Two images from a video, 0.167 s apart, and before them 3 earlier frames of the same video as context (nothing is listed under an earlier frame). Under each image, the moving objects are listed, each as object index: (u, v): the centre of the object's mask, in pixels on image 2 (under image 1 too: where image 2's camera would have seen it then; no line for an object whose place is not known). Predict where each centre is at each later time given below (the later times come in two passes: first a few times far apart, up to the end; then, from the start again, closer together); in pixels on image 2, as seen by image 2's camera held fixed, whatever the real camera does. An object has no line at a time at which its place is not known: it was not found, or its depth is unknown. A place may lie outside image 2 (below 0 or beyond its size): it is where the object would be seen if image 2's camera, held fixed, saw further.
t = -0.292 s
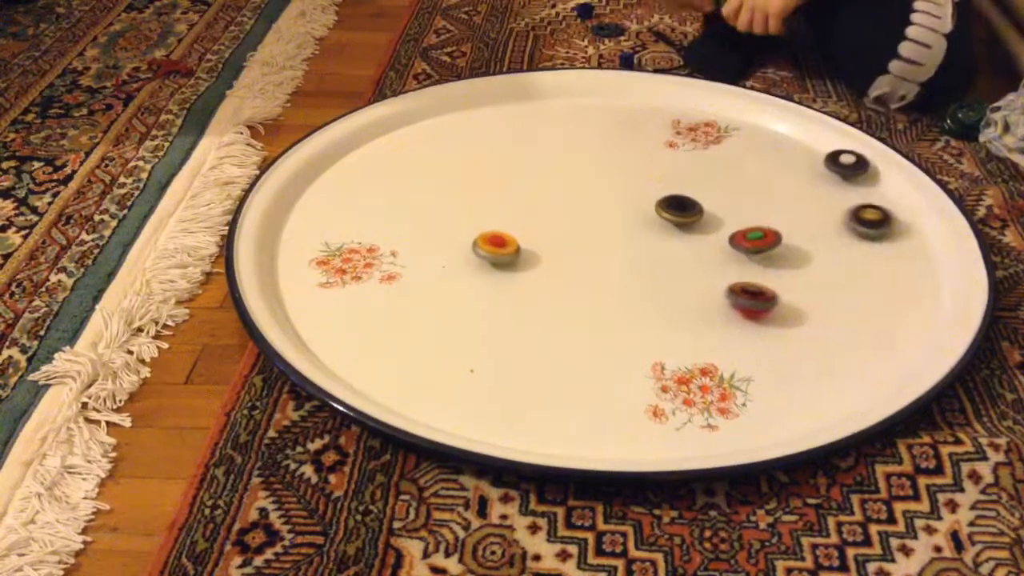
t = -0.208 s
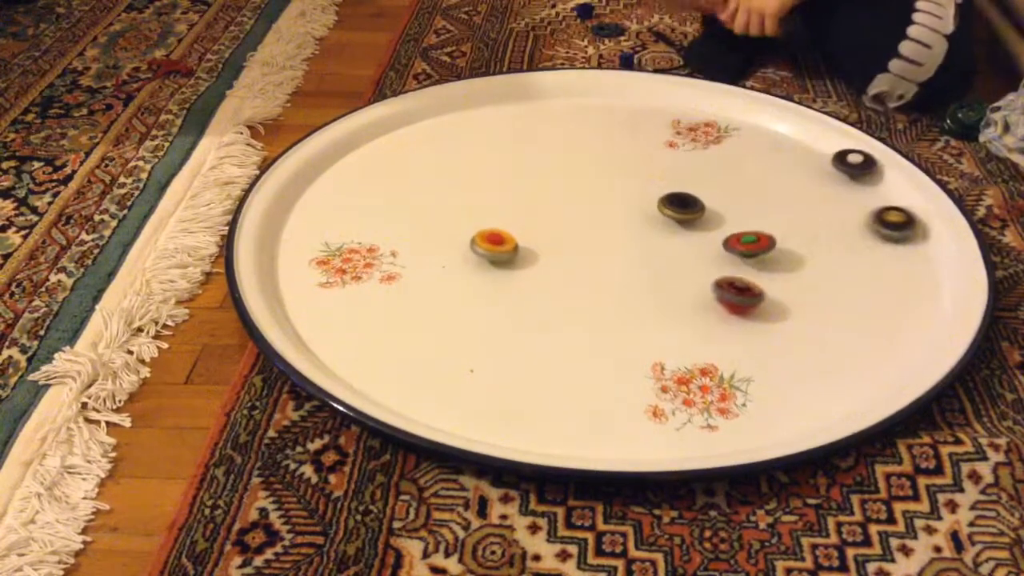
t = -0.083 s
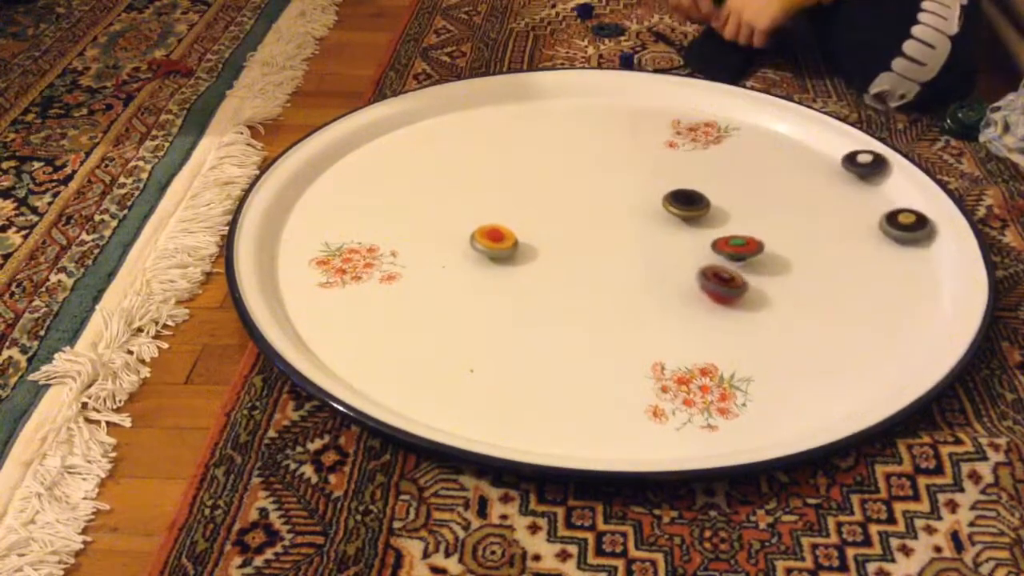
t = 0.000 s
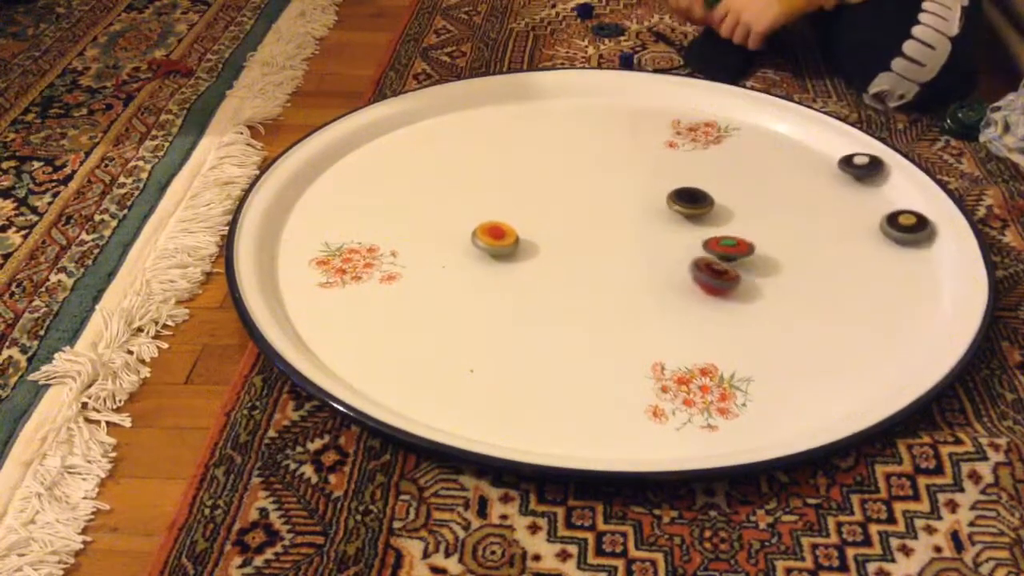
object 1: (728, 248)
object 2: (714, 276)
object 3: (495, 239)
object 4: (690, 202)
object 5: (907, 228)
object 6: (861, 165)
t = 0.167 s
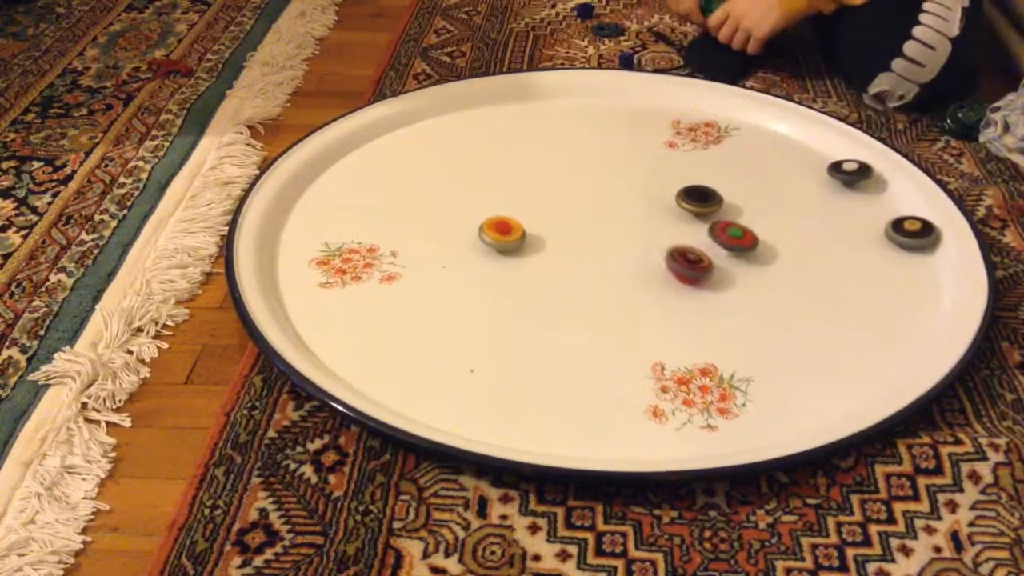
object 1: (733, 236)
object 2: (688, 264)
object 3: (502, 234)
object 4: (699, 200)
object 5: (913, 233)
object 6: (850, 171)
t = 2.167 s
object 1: (795, 227)
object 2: (698, 241)
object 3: (583, 273)
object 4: (714, 207)
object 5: (802, 322)
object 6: (714, 143)
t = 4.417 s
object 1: (813, 251)
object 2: (732, 249)
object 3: (601, 239)
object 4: (681, 188)
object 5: (571, 264)
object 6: (767, 193)
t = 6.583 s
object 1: (771, 224)
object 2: (716, 254)
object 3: (629, 255)
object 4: (656, 202)
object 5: (592, 211)
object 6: (734, 197)
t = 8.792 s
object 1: (811, 234)
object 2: (697, 262)
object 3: (619, 283)
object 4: (662, 239)
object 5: (781, 285)
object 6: (697, 200)
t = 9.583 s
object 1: (760, 223)
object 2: (710, 273)
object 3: (621, 280)
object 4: (651, 248)
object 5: (827, 352)
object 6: (693, 200)
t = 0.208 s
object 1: (733, 234)
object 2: (687, 260)
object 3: (505, 232)
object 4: (701, 200)
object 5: (914, 235)
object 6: (846, 172)
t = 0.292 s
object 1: (735, 230)
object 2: (688, 252)
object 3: (511, 230)
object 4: (707, 199)
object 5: (916, 242)
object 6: (838, 174)
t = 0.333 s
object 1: (737, 227)
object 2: (690, 248)
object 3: (514, 230)
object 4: (709, 199)
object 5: (918, 245)
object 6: (834, 176)
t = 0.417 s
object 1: (742, 224)
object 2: (695, 241)
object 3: (522, 228)
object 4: (714, 199)
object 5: (920, 251)
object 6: (824, 177)
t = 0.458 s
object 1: (745, 223)
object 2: (699, 238)
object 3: (526, 227)
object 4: (717, 199)
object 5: (921, 254)
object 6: (819, 178)
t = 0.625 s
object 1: (776, 217)
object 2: (708, 233)
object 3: (544, 227)
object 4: (729, 203)
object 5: (923, 265)
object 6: (798, 179)
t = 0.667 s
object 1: (786, 217)
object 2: (710, 232)
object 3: (548, 227)
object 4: (731, 203)
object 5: (923, 268)
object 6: (792, 179)
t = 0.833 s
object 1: (808, 220)
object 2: (722, 235)
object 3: (567, 229)
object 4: (741, 207)
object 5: (922, 278)
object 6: (771, 177)
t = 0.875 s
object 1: (812, 221)
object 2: (725, 236)
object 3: (572, 230)
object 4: (743, 208)
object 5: (921, 280)
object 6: (766, 176)
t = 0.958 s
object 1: (820, 225)
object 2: (731, 239)
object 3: (580, 232)
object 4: (747, 211)
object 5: (919, 284)
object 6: (756, 174)
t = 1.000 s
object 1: (823, 228)
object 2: (733, 241)
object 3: (584, 232)
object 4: (748, 212)
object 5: (918, 287)
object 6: (751, 173)
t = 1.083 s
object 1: (825, 233)
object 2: (736, 245)
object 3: (591, 234)
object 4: (751, 215)
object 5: (914, 291)
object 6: (742, 170)
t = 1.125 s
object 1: (826, 236)
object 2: (736, 247)
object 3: (595, 235)
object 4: (753, 217)
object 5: (913, 294)
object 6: (738, 169)
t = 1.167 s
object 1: (825, 238)
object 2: (737, 249)
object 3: (598, 236)
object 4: (754, 218)
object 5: (910, 296)
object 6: (734, 168)
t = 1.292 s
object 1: (818, 245)
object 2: (735, 254)
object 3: (605, 242)
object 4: (756, 224)
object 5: (902, 301)
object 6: (724, 163)
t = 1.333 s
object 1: (814, 247)
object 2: (734, 255)
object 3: (607, 244)
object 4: (757, 226)
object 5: (899, 303)
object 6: (721, 161)
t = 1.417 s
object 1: (805, 249)
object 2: (729, 258)
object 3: (609, 248)
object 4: (757, 230)
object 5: (892, 306)
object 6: (715, 158)
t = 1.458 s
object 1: (800, 249)
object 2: (726, 259)
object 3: (609, 250)
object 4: (756, 231)
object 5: (888, 307)
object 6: (713, 156)
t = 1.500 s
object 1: (798, 252)
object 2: (723, 260)
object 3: (610, 252)
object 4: (754, 230)
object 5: (884, 308)
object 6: (710, 154)
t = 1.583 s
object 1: (794, 255)
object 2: (717, 260)
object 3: (609, 256)
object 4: (747, 230)
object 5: (876, 311)
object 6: (707, 151)
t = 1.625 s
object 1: (791, 255)
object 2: (713, 260)
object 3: (609, 258)
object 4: (743, 227)
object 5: (871, 312)
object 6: (706, 150)
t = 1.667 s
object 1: (787, 253)
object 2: (711, 259)
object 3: (608, 260)
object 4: (740, 226)
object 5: (866, 313)
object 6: (706, 149)
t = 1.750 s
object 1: (780, 248)
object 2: (705, 257)
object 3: (606, 264)
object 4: (734, 224)
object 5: (856, 315)
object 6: (705, 147)
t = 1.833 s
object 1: (778, 242)
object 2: (700, 255)
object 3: (602, 267)
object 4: (728, 220)
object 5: (846, 317)
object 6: (705, 145)
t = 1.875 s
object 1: (777, 240)
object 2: (698, 253)
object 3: (600, 268)
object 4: (726, 219)
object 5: (841, 318)
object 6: (706, 145)
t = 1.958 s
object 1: (779, 235)
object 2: (696, 249)
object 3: (596, 271)
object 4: (721, 215)
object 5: (830, 319)
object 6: (707, 143)
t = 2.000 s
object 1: (781, 233)
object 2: (695, 248)
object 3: (594, 272)
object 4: (720, 214)
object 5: (824, 320)
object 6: (708, 144)
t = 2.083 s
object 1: (787, 229)
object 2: (695, 244)
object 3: (589, 273)
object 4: (716, 210)
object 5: (813, 321)
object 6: (711, 143)
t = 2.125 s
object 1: (791, 228)
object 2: (696, 242)
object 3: (586, 273)
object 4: (714, 209)
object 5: (807, 322)
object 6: (712, 143)
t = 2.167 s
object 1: (795, 227)
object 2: (698, 241)
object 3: (583, 273)
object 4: (714, 207)
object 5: (802, 322)
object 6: (714, 143)
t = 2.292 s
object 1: (810, 228)
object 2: (703, 238)
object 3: (575, 273)
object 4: (711, 202)
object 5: (787, 323)
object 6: (720, 145)
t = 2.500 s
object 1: (830, 236)
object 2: (717, 237)
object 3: (563, 271)
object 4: (712, 196)
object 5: (761, 323)
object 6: (729, 150)
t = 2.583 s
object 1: (833, 241)
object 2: (723, 239)
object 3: (560, 270)
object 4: (713, 194)
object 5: (750, 322)
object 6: (732, 153)
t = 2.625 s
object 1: (834, 243)
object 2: (725, 240)
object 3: (559, 269)
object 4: (714, 193)
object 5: (745, 322)
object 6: (733, 154)
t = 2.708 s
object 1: (832, 248)
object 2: (729, 242)
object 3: (556, 266)
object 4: (716, 191)
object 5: (735, 321)
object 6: (735, 158)
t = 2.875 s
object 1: (820, 255)
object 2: (734, 249)
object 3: (555, 262)
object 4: (720, 190)
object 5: (713, 316)
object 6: (735, 165)
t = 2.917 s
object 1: (815, 255)
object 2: (734, 250)
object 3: (555, 260)
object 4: (721, 190)
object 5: (708, 314)
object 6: (736, 166)
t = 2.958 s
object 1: (810, 256)
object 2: (733, 252)
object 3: (556, 259)
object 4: (714, 197)
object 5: (703, 313)
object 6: (743, 162)
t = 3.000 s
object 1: (805, 256)
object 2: (733, 253)
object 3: (557, 258)
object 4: (709, 202)
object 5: (698, 311)
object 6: (748, 159)
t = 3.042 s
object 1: (800, 255)
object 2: (731, 255)
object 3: (558, 256)
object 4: (705, 205)
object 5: (693, 309)
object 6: (751, 158)
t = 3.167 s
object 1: (786, 252)
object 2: (725, 258)
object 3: (564, 253)
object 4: (694, 213)
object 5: (679, 304)
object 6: (761, 156)
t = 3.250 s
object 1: (779, 246)
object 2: (720, 258)
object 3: (568, 251)
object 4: (684, 218)
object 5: (667, 299)
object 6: (768, 155)
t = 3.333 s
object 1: (775, 241)
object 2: (715, 258)
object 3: (573, 250)
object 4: (672, 220)
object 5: (657, 294)
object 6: (776, 156)
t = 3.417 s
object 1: (775, 236)
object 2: (710, 257)
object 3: (578, 250)
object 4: (660, 222)
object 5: (647, 290)
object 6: (783, 157)
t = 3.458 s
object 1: (775, 233)
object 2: (708, 255)
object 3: (581, 250)
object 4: (654, 222)
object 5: (642, 287)
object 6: (787, 158)
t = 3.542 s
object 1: (779, 229)
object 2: (705, 253)
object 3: (588, 250)
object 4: (641, 222)
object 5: (632, 283)
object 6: (794, 161)
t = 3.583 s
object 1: (782, 227)
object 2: (704, 252)
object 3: (592, 250)
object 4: (635, 222)
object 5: (628, 280)
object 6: (797, 162)
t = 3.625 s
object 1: (785, 226)
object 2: (703, 250)
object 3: (594, 249)
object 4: (629, 221)
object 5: (623, 279)
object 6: (799, 164)
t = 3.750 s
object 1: (798, 225)
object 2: (703, 246)
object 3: (591, 238)
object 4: (616, 216)
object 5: (618, 282)
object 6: (805, 170)
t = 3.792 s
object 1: (802, 225)
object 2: (704, 245)
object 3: (590, 240)
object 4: (616, 213)
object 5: (615, 281)
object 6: (806, 172)
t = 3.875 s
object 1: (811, 226)
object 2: (707, 243)
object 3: (590, 241)
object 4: (617, 205)
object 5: (609, 278)
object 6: (806, 176)
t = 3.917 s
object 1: (816, 227)
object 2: (709, 242)
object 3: (590, 241)
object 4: (618, 202)
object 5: (606, 276)
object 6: (805, 178)
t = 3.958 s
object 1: (819, 229)
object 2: (711, 241)
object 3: (591, 241)
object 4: (621, 199)
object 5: (602, 274)
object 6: (804, 180)
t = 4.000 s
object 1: (822, 231)
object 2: (713, 241)
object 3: (592, 241)
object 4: (624, 196)
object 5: (599, 273)
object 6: (803, 182)
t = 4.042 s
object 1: (825, 233)
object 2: (715, 241)
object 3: (594, 240)
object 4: (628, 193)
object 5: (596, 272)
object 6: (801, 184)
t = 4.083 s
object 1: (826, 235)
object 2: (718, 241)
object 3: (595, 239)
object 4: (632, 191)
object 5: (593, 271)
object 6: (798, 186)
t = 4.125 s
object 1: (828, 238)
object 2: (720, 242)
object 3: (595, 238)
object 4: (637, 189)
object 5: (589, 271)
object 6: (796, 187)
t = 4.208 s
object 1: (827, 242)
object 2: (724, 243)
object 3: (596, 238)
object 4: (648, 186)
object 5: (584, 269)
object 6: (789, 190)
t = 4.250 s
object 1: (826, 245)
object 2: (727, 244)
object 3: (597, 238)
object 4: (655, 186)
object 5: (581, 268)
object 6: (785, 191)
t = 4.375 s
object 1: (817, 250)
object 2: (731, 248)
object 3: (599, 239)
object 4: (674, 187)
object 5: (573, 266)
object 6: (772, 193)
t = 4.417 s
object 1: (813, 251)
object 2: (732, 249)
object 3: (601, 239)
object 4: (681, 188)
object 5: (571, 264)
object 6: (767, 193)
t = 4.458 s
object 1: (808, 251)
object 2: (732, 250)
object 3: (602, 241)
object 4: (687, 189)
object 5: (569, 263)
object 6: (762, 192)
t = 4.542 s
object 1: (799, 251)
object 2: (732, 253)
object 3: (604, 242)
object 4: (699, 194)
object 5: (565, 261)
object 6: (753, 192)
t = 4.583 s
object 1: (794, 250)
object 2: (731, 255)
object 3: (605, 242)
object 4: (703, 196)
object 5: (563, 260)
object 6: (751, 191)
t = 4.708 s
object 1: (781, 246)
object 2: (728, 258)
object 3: (609, 244)
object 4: (701, 205)
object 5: (559, 257)
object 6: (752, 186)
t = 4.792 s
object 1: (775, 241)
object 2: (724, 258)
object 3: (611, 245)
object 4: (698, 211)
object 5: (556, 255)
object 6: (751, 184)
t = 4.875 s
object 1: (772, 236)
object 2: (719, 258)
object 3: (613, 246)
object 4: (692, 216)
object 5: (554, 253)
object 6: (751, 182)
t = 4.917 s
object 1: (771, 234)
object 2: (717, 258)
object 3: (613, 246)
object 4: (688, 219)
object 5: (554, 252)
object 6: (752, 181)
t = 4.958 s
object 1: (771, 231)
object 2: (715, 257)
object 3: (614, 247)
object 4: (684, 221)
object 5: (553, 251)
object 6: (753, 180)
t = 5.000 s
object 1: (773, 229)
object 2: (713, 256)
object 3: (615, 247)
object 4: (679, 223)
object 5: (553, 250)
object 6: (754, 179)
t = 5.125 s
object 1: (780, 224)
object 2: (710, 253)
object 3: (618, 249)
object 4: (662, 227)
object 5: (552, 247)
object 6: (758, 178)
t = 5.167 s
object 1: (783, 223)
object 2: (709, 252)
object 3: (618, 250)
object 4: (657, 227)
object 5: (552, 245)
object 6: (759, 178)
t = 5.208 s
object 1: (787, 222)
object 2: (709, 251)
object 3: (619, 250)
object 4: (651, 227)
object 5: (551, 244)
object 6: (761, 178)
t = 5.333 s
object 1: (800, 222)
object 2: (710, 247)
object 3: (620, 252)
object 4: (634, 225)
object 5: (552, 241)
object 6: (766, 179)
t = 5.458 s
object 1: (812, 225)
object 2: (714, 245)
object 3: (620, 254)
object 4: (618, 221)
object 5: (552, 237)
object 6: (771, 181)
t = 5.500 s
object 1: (815, 227)
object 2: (716, 244)
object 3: (621, 254)
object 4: (614, 219)
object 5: (552, 236)
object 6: (772, 182)
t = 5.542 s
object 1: (818, 229)
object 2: (718, 244)
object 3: (621, 255)
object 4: (611, 218)
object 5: (553, 235)
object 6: (773, 183)
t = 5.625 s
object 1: (821, 233)
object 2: (723, 244)
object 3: (621, 256)
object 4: (605, 212)
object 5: (554, 232)
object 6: (775, 185)
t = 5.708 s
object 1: (822, 238)
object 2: (727, 245)
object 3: (621, 257)
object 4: (602, 208)
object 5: (557, 230)
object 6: (776, 187)
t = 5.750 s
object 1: (820, 240)
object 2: (729, 246)
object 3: (621, 257)
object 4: (601, 205)
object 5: (558, 229)
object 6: (776, 188)
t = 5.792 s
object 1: (819, 242)
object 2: (731, 247)
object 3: (622, 257)
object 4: (601, 203)
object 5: (560, 228)
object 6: (776, 189)
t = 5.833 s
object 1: (816, 244)
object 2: (732, 248)
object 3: (621, 257)
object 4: (602, 201)
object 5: (562, 227)
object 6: (775, 191)
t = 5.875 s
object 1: (813, 246)
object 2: (734, 249)
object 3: (622, 257)
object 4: (602, 198)
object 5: (564, 226)
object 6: (774, 192)
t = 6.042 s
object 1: (796, 248)
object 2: (735, 254)
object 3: (622, 256)
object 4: (611, 193)
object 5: (572, 222)
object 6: (769, 196)
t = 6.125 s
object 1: (787, 246)
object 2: (734, 256)
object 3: (623, 256)
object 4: (618, 191)
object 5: (575, 219)
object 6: (764, 198)
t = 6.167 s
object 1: (783, 245)
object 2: (732, 257)
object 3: (623, 256)
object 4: (621, 191)
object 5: (577, 218)
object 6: (762, 198)
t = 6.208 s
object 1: (779, 243)
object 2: (731, 257)
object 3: (624, 255)
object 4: (626, 190)
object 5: (579, 217)
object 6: (759, 199)
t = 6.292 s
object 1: (772, 239)
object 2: (728, 258)
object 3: (625, 255)
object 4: (633, 191)
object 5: (581, 215)
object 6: (754, 199)
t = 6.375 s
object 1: (768, 235)
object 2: (724, 258)
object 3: (627, 255)
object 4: (641, 193)
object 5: (584, 213)
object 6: (748, 199)
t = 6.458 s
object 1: (767, 230)
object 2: (720, 257)
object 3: (627, 256)
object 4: (648, 196)
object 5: (587, 212)
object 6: (742, 199)
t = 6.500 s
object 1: (768, 227)
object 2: (719, 256)
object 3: (628, 255)
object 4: (652, 199)
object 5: (589, 211)
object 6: (740, 198)
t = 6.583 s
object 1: (771, 224)
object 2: (716, 254)
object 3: (629, 255)
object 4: (656, 202)
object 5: (592, 211)
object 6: (734, 197)
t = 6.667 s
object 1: (777, 221)
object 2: (715, 252)
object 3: (631, 255)
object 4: (660, 208)
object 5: (595, 210)
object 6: (729, 196)
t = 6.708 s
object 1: (780, 220)
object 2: (715, 251)
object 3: (631, 255)
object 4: (662, 210)
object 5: (597, 209)
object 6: (728, 196)
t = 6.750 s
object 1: (784, 220)
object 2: (715, 250)
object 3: (632, 255)
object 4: (661, 213)
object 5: (599, 209)
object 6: (726, 195)
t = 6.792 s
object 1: (789, 220)
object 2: (716, 249)
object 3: (633, 256)
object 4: (662, 216)
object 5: (600, 209)
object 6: (724, 194)
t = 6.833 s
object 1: (793, 220)
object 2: (716, 248)
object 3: (633, 256)
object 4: (660, 219)
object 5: (601, 209)
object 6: (723, 194)
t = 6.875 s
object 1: (797, 220)
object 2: (718, 247)
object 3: (635, 256)
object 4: (659, 221)
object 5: (603, 209)
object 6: (722, 193)
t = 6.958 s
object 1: (805, 222)
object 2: (721, 246)
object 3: (637, 257)
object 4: (655, 226)
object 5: (605, 210)
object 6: (720, 191)
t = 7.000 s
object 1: (808, 224)
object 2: (723, 246)
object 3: (638, 257)
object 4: (653, 227)
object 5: (606, 210)
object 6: (720, 191)
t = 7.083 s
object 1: (814, 228)
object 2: (727, 246)
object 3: (636, 262)
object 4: (648, 228)
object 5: (608, 210)
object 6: (719, 189)
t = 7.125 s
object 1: (816, 230)
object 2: (729, 246)
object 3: (635, 264)
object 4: (648, 228)
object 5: (610, 210)
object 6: (719, 189)
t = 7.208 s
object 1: (817, 234)
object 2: (733, 247)
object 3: (634, 264)
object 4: (644, 226)
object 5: (612, 210)
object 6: (720, 188)
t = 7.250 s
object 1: (816, 237)
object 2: (734, 248)
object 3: (635, 265)
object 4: (644, 228)
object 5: (614, 208)
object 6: (720, 187)
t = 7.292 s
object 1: (815, 239)
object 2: (736, 249)
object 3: (635, 265)
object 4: (645, 231)
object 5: (617, 207)
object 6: (721, 187)
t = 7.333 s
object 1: (813, 240)
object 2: (737, 250)
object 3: (635, 265)
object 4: (647, 234)
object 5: (620, 206)
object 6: (721, 187)
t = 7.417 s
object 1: (807, 243)
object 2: (738, 252)
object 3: (624, 276)
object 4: (655, 235)
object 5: (629, 209)
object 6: (723, 187)
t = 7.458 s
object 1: (803, 244)
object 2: (738, 253)
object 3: (620, 279)
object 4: (658, 236)
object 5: (633, 210)
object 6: (723, 187)
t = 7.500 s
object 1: (799, 245)
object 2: (738, 254)
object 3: (617, 281)
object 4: (659, 238)
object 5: (637, 212)
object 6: (724, 187)
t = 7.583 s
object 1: (790, 245)
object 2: (737, 256)
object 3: (612, 282)
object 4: (657, 242)
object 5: (646, 215)
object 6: (726, 188)
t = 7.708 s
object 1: (777, 242)
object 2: (732, 257)
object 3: (606, 282)
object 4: (650, 247)
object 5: (662, 222)
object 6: (727, 189)
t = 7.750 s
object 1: (773, 240)
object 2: (731, 257)
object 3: (604, 282)
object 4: (650, 248)
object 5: (666, 224)
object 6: (727, 190)
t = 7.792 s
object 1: (770, 238)
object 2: (729, 257)
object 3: (603, 281)
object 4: (647, 249)
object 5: (671, 226)
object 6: (728, 191)
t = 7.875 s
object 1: (766, 234)
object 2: (726, 257)
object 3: (600, 279)
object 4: (641, 249)
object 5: (681, 233)
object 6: (727, 192)
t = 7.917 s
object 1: (764, 232)
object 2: (725, 256)
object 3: (599, 278)
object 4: (637, 250)
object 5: (685, 235)
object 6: (727, 193)
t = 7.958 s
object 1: (763, 229)
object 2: (724, 256)
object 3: (598, 277)
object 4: (634, 250)
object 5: (688, 237)
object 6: (726, 194)
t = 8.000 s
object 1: (763, 227)
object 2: (725, 256)
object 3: (599, 276)
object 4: (631, 250)
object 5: (691, 237)
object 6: (726, 195)
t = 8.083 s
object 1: (765, 223)
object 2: (730, 260)
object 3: (600, 273)
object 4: (625, 248)
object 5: (701, 238)
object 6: (723, 196)
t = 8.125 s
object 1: (768, 221)
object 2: (730, 261)
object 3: (599, 273)
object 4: (624, 247)
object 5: (706, 238)
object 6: (722, 197)
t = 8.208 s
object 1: (774, 219)
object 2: (729, 266)
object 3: (596, 275)
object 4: (624, 244)
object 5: (717, 239)
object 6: (719, 198)
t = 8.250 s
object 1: (777, 218)
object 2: (729, 268)
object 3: (599, 274)
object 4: (624, 241)
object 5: (722, 241)
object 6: (718, 199)
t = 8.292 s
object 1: (781, 218)
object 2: (728, 270)
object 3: (600, 274)
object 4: (626, 239)
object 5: (727, 242)
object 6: (715, 199)
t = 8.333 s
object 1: (785, 218)
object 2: (725, 271)
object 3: (603, 274)
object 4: (628, 237)
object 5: (732, 245)
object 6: (715, 200)
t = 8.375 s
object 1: (789, 218)
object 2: (722, 272)
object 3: (605, 275)
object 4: (630, 236)
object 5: (738, 249)
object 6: (712, 200)
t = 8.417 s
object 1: (793, 219)
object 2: (718, 273)
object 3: (608, 276)
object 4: (632, 235)
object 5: (743, 253)
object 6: (711, 200)
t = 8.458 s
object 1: (797, 219)
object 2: (715, 273)
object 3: (609, 276)
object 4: (636, 234)
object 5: (748, 257)
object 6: (709, 200)
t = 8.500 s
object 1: (801, 221)
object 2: (712, 273)
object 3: (612, 277)
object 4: (640, 234)
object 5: (752, 261)
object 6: (708, 201)
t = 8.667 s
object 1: (811, 228)
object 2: (700, 269)
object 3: (618, 280)
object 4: (653, 235)
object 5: (768, 276)
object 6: (701, 201)
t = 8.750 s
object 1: (811, 232)
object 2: (697, 265)
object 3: (619, 282)
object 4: (661, 238)
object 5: (777, 282)
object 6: (699, 200)
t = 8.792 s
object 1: (811, 234)
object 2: (697, 262)
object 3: (619, 283)
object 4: (662, 239)
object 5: (781, 285)
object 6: (697, 200)
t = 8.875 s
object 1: (807, 238)
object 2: (700, 263)
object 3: (619, 284)
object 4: (664, 239)
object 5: (789, 292)
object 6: (695, 199)
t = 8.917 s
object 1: (804, 239)
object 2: (702, 263)
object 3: (618, 284)
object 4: (666, 240)
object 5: (792, 295)
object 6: (694, 199)
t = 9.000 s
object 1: (797, 242)
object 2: (707, 263)
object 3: (617, 284)
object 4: (665, 242)
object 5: (799, 302)
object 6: (693, 199)
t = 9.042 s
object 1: (793, 242)
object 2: (710, 264)
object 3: (617, 285)
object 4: (666, 243)
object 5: (802, 305)
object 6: (693, 198)
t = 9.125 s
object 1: (785, 242)
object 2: (712, 265)
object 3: (616, 284)
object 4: (664, 245)
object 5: (809, 312)
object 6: (692, 198)
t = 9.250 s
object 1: (772, 239)
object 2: (716, 269)
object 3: (615, 283)
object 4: (662, 247)
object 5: (816, 323)
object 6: (692, 198)
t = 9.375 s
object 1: (763, 234)
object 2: (715, 272)
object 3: (616, 282)
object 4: (659, 248)
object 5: (822, 334)
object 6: (692, 198)
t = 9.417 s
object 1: (761, 231)
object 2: (714, 272)
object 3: (616, 282)
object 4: (657, 248)
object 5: (823, 338)
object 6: (693, 198)
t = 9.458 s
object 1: (760, 229)
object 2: (714, 273)
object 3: (618, 281)
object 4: (655, 248)
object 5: (825, 341)
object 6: (692, 199)
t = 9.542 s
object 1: (759, 225)
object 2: (712, 273)
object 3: (619, 280)
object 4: (653, 248)
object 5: (827, 348)
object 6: (693, 199)
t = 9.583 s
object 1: (760, 223)
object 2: (710, 273)
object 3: (621, 280)
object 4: (651, 248)
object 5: (827, 352)
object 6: (693, 200)
